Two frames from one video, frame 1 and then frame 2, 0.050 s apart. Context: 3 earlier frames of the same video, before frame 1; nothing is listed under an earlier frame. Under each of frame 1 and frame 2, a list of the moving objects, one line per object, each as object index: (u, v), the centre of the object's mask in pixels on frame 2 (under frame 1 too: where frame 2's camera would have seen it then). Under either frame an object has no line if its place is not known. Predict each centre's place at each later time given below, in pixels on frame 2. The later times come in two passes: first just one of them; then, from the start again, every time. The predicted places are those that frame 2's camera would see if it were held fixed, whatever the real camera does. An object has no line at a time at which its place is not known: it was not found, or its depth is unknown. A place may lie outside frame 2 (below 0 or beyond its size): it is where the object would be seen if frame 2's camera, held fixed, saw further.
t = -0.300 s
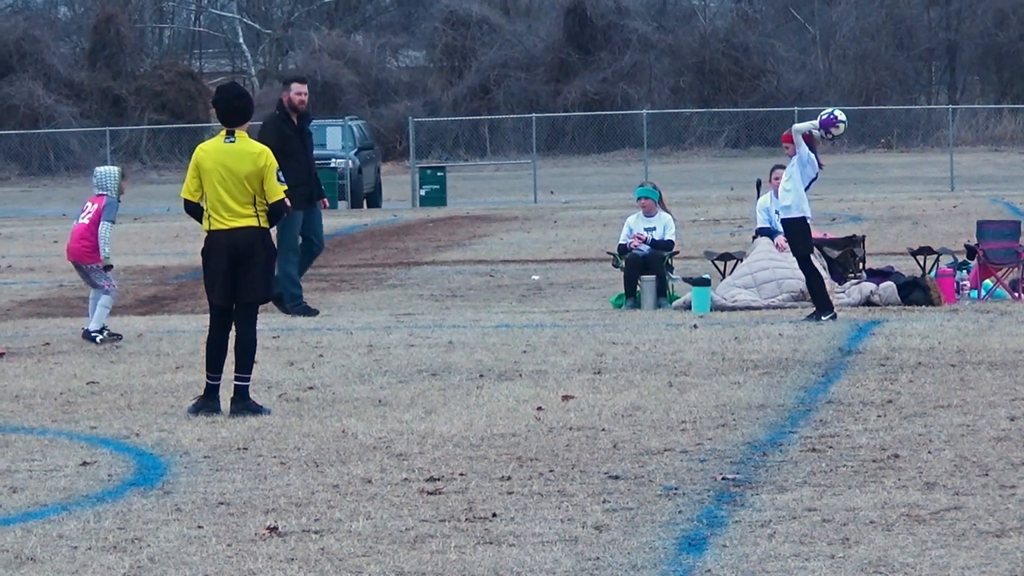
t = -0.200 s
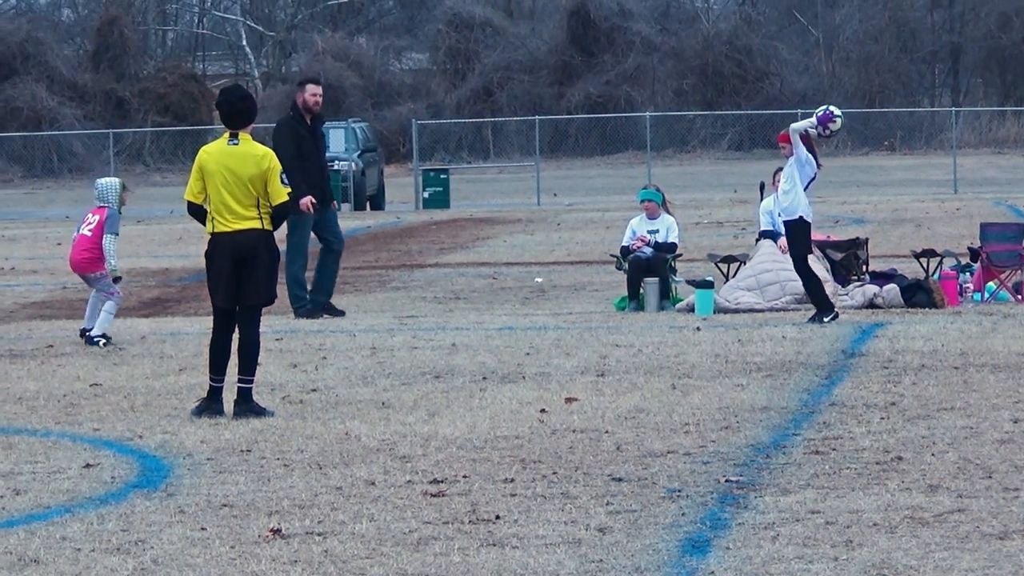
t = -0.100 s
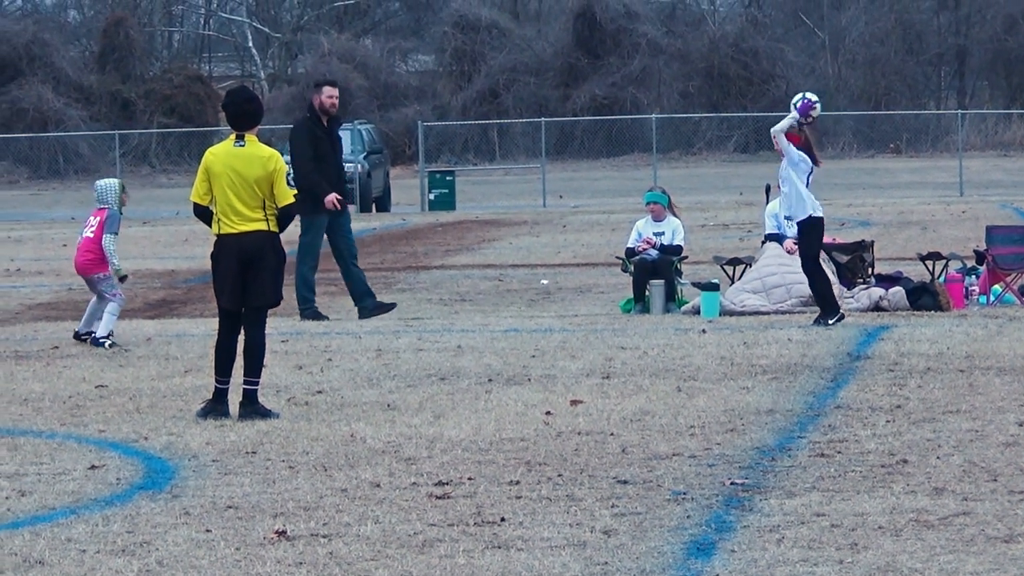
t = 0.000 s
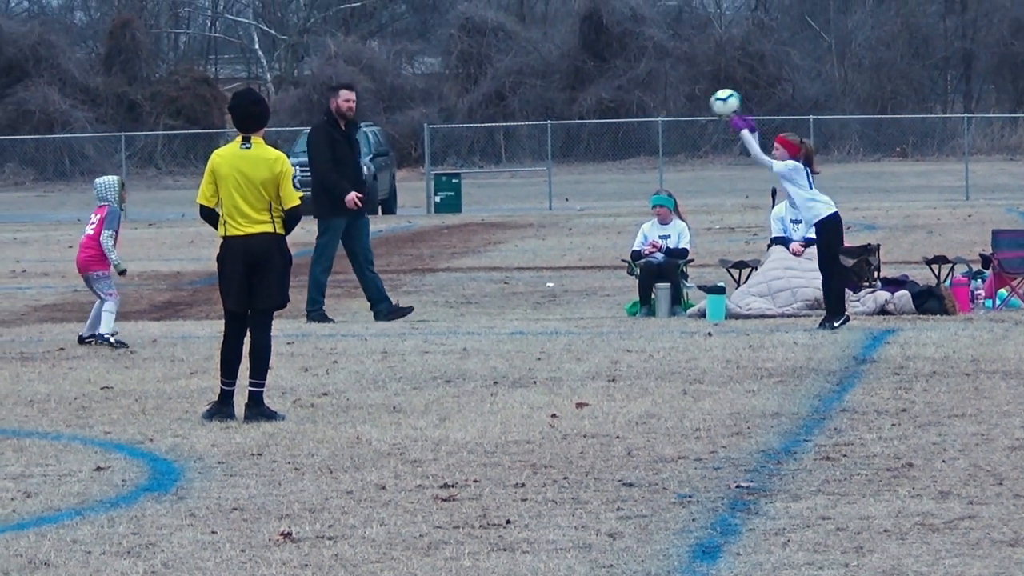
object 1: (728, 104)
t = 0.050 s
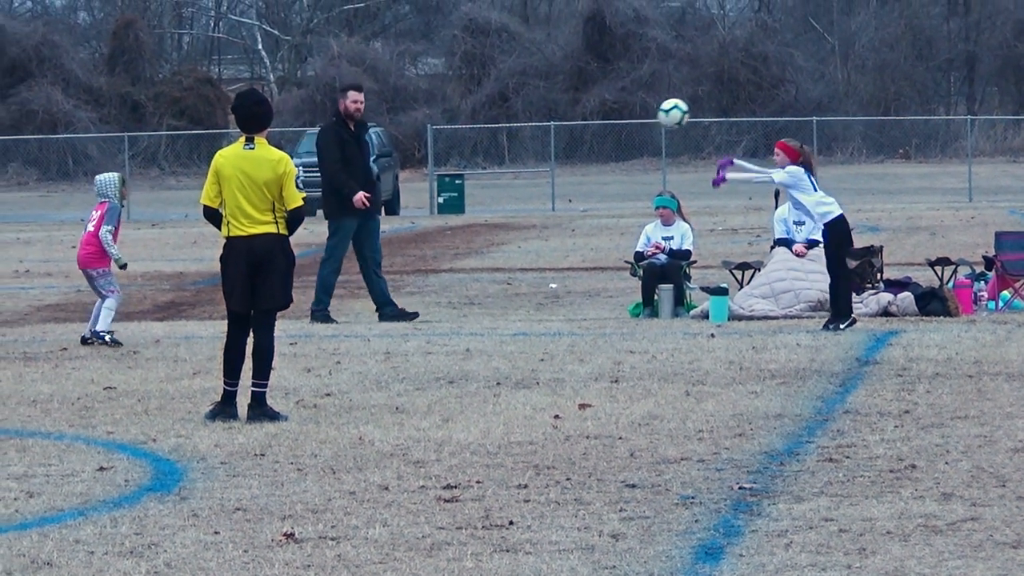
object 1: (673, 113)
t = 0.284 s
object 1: (433, 200)
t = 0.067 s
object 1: (655, 117)
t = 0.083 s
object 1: (636, 123)
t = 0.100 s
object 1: (619, 125)
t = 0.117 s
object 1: (602, 130)
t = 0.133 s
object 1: (584, 134)
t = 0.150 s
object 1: (568, 140)
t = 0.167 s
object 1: (550, 149)
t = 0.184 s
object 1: (533, 156)
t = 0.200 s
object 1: (517, 161)
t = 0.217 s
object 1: (500, 167)
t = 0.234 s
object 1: (482, 175)
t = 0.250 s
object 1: (465, 183)
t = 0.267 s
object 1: (450, 194)
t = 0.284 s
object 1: (433, 200)
